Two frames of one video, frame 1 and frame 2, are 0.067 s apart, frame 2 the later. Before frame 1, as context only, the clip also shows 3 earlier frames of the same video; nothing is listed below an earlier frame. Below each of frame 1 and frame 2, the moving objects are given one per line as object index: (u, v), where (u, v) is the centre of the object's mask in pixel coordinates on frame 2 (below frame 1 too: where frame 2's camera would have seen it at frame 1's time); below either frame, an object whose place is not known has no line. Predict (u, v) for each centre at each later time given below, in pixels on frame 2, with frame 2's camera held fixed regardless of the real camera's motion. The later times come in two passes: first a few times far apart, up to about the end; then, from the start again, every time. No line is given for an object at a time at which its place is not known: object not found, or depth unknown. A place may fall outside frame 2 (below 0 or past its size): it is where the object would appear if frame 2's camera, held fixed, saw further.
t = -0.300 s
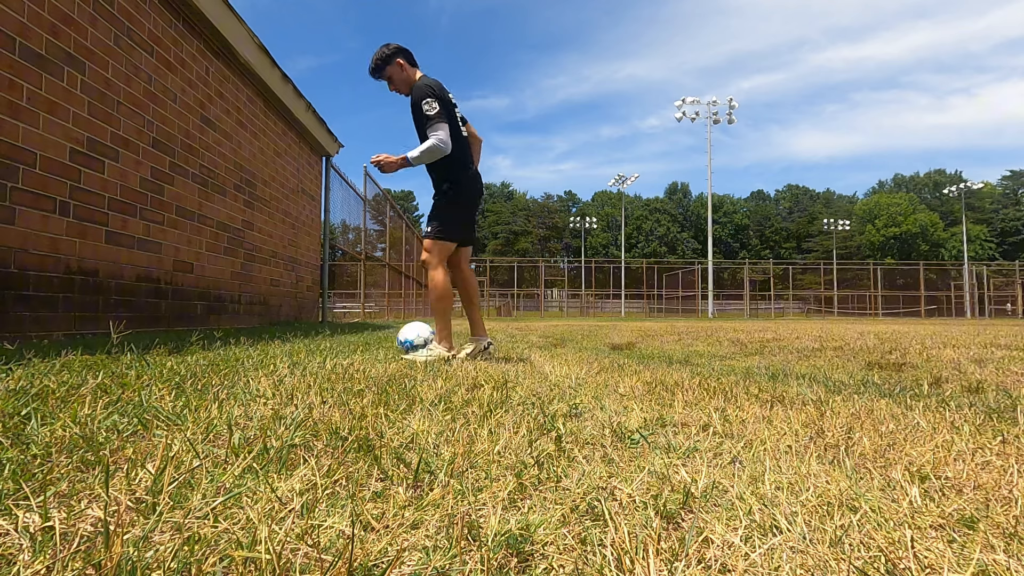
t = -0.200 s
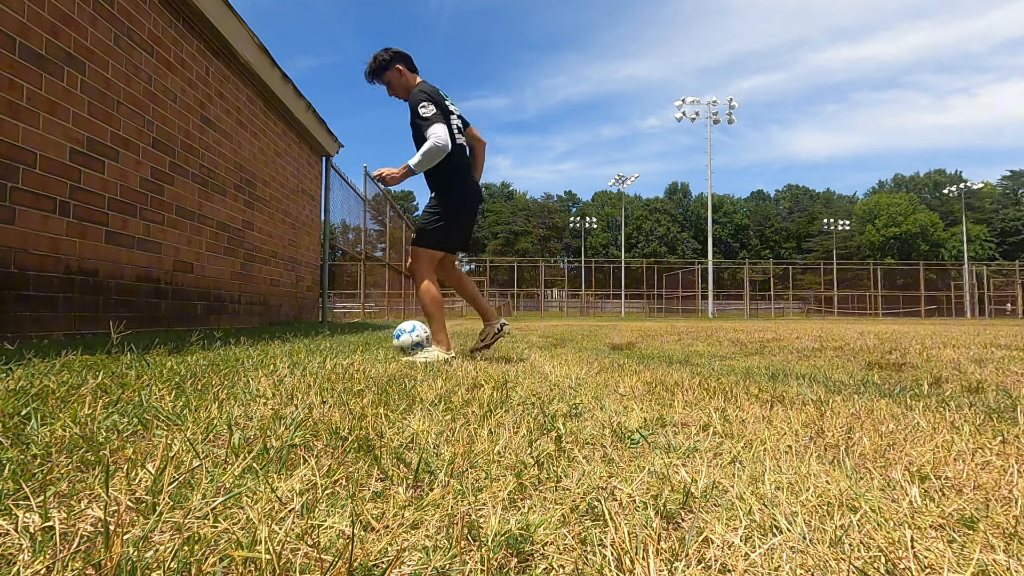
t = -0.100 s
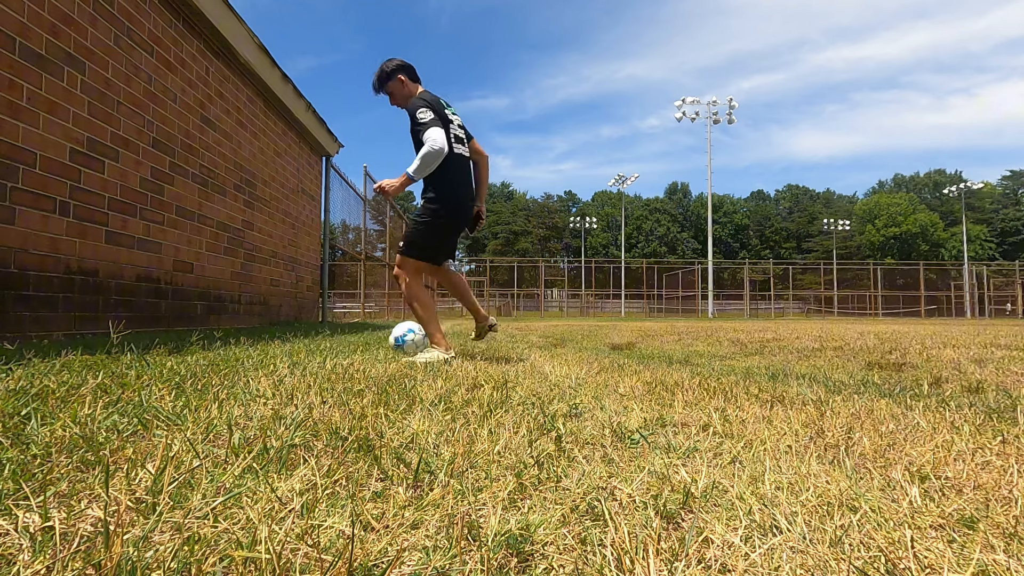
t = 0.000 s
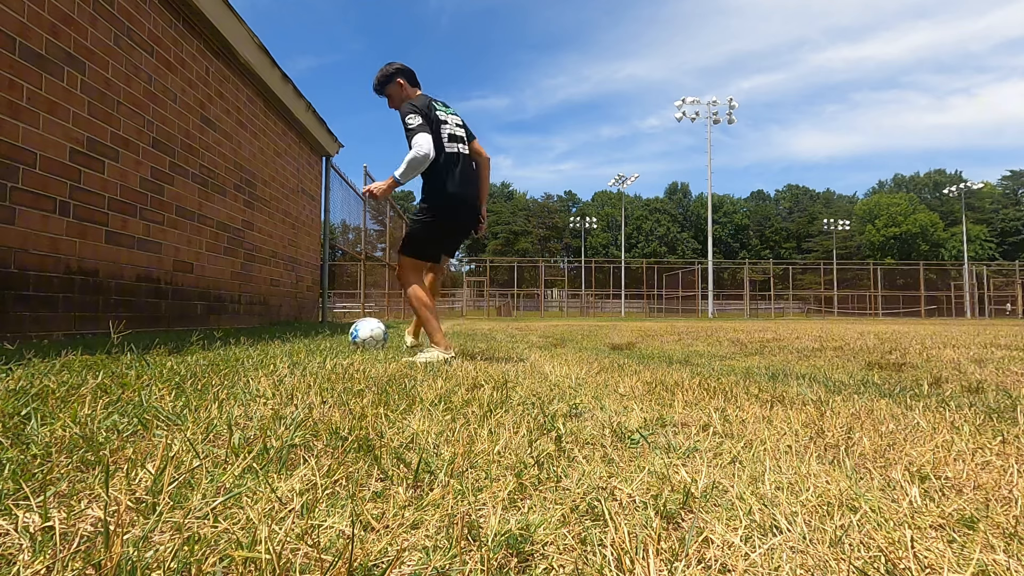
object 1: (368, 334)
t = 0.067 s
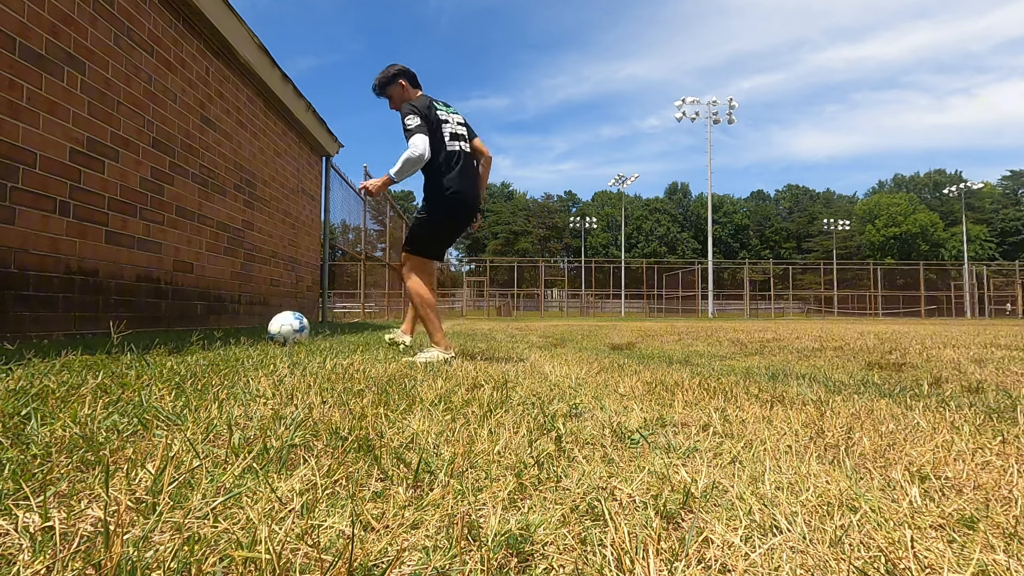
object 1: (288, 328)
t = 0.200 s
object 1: (137, 318)
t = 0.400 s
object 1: (227, 315)
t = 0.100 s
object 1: (250, 326)
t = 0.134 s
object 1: (211, 324)
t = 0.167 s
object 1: (174, 321)
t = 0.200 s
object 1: (137, 318)
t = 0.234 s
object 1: (98, 319)
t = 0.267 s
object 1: (110, 315)
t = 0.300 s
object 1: (139, 313)
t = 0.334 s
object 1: (168, 312)
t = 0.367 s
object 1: (197, 313)
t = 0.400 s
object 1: (227, 315)
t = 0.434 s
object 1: (255, 320)
